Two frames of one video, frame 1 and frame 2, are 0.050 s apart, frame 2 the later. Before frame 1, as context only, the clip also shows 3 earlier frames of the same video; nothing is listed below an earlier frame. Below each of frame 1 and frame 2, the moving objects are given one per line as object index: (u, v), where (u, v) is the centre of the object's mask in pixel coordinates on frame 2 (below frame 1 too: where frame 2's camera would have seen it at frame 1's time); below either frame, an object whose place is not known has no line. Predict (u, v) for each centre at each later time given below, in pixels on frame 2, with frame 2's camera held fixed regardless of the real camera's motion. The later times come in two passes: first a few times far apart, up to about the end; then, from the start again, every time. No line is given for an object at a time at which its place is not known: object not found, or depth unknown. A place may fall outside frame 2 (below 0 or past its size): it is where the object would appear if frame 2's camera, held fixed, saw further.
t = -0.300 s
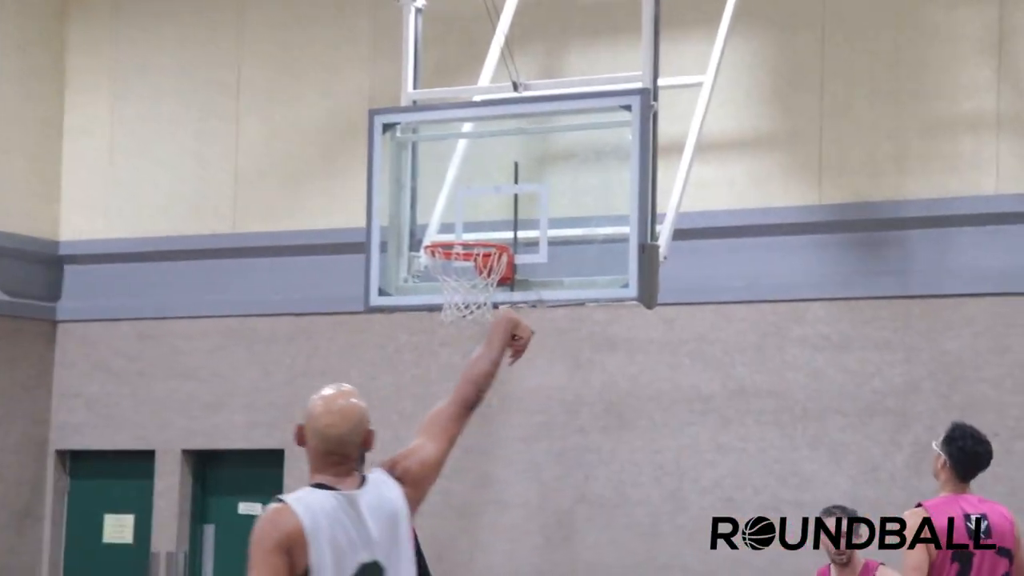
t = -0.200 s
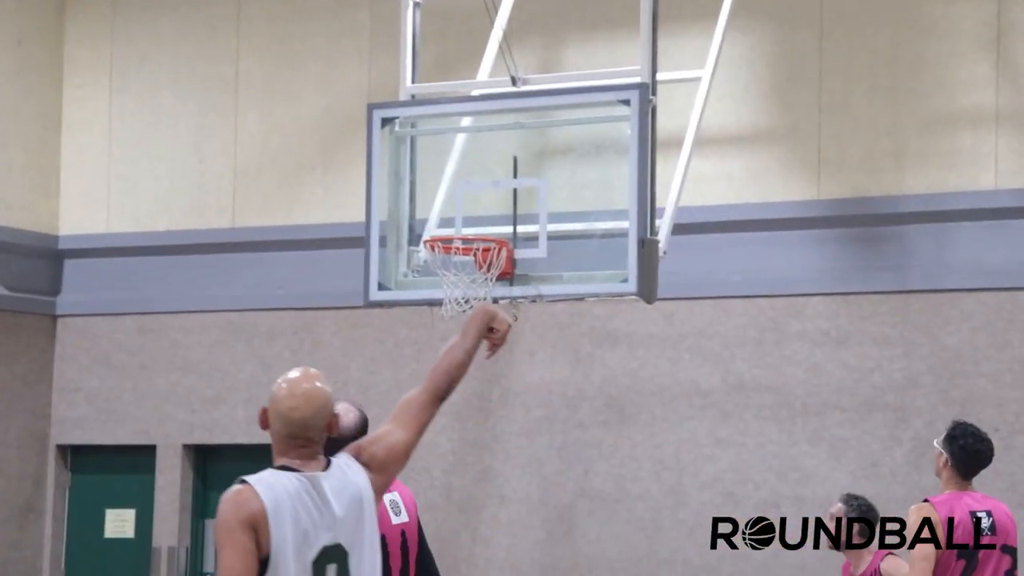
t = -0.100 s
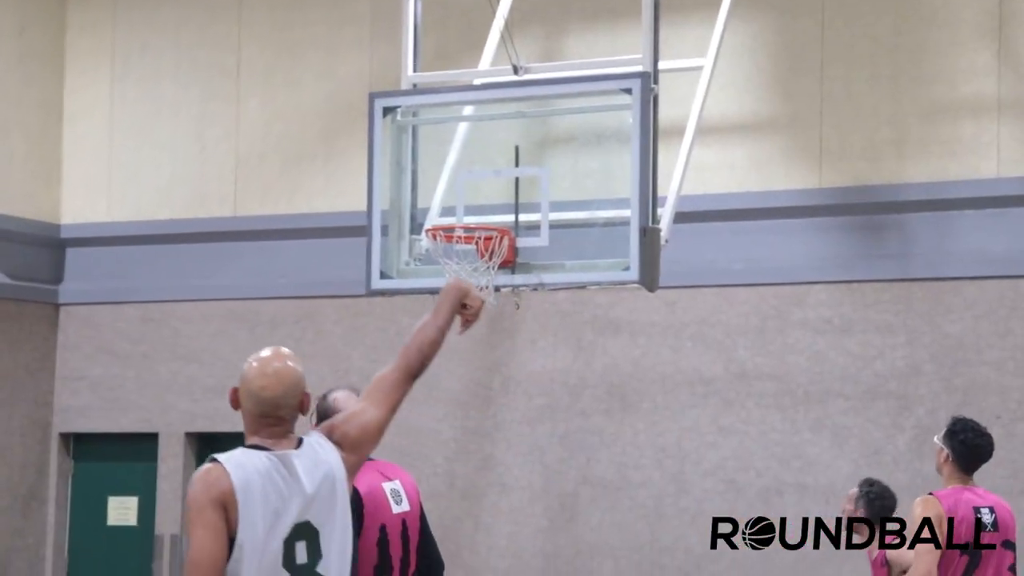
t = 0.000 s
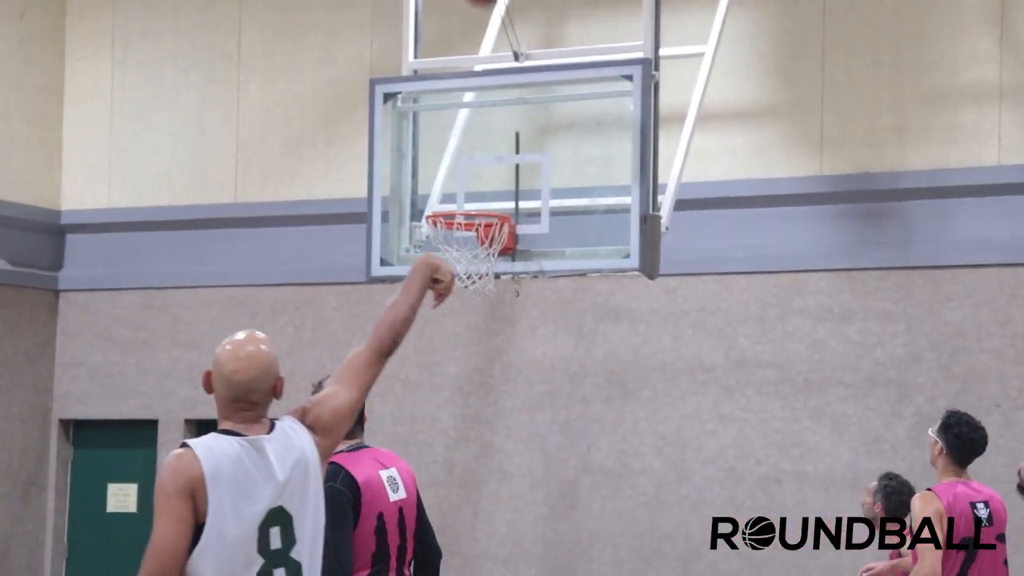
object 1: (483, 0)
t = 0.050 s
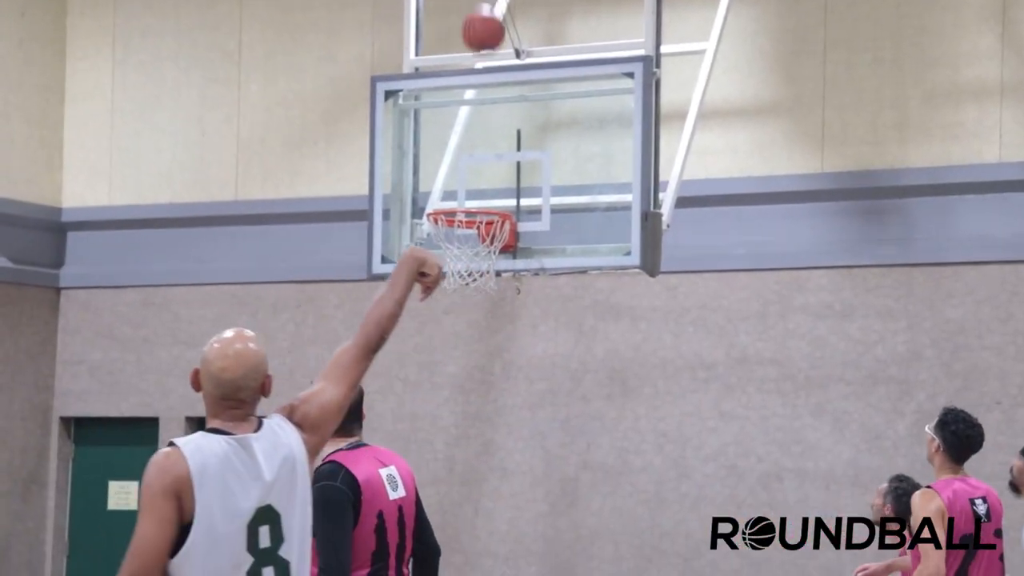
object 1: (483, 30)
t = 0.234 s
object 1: (476, 228)
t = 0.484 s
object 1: (440, 243)
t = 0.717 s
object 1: (409, 340)
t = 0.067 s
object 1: (483, 49)
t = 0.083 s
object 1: (482, 68)
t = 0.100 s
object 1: (482, 85)
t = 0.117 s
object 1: (482, 101)
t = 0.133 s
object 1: (482, 120)
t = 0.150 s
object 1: (481, 137)
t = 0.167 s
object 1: (480, 156)
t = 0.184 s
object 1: (479, 177)
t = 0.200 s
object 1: (480, 195)
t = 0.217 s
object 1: (480, 219)
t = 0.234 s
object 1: (476, 228)
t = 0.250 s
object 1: (466, 234)
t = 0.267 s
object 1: (460, 246)
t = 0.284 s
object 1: (454, 254)
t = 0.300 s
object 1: (450, 245)
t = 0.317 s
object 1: (449, 240)
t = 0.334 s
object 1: (450, 262)
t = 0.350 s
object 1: (449, 255)
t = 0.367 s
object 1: (449, 249)
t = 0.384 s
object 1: (448, 244)
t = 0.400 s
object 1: (448, 239)
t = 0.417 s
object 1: (447, 239)
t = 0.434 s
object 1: (446, 239)
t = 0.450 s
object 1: (444, 239)
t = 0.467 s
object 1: (442, 240)
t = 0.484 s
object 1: (440, 243)
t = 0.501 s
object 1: (437, 247)
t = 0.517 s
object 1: (436, 251)
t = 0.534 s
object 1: (433, 255)
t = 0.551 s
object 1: (431, 261)
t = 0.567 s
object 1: (430, 266)
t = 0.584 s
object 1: (427, 273)
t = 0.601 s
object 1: (425, 280)
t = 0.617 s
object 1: (422, 286)
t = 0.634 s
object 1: (420, 294)
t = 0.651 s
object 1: (418, 302)
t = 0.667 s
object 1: (416, 311)
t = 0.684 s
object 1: (414, 320)
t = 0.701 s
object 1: (411, 330)
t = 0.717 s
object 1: (409, 340)
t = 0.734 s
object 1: (407, 351)
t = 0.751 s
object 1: (405, 362)
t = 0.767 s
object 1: (402, 374)
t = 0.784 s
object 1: (400, 386)
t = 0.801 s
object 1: (398, 399)
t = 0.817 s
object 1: (395, 414)
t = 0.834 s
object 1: (393, 427)
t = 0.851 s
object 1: (390, 442)
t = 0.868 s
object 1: (388, 457)
